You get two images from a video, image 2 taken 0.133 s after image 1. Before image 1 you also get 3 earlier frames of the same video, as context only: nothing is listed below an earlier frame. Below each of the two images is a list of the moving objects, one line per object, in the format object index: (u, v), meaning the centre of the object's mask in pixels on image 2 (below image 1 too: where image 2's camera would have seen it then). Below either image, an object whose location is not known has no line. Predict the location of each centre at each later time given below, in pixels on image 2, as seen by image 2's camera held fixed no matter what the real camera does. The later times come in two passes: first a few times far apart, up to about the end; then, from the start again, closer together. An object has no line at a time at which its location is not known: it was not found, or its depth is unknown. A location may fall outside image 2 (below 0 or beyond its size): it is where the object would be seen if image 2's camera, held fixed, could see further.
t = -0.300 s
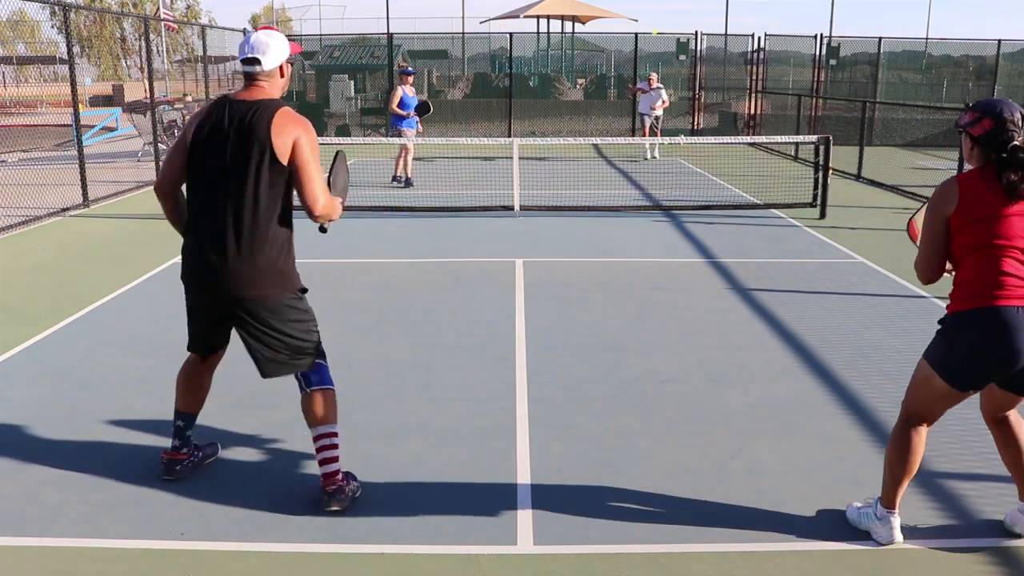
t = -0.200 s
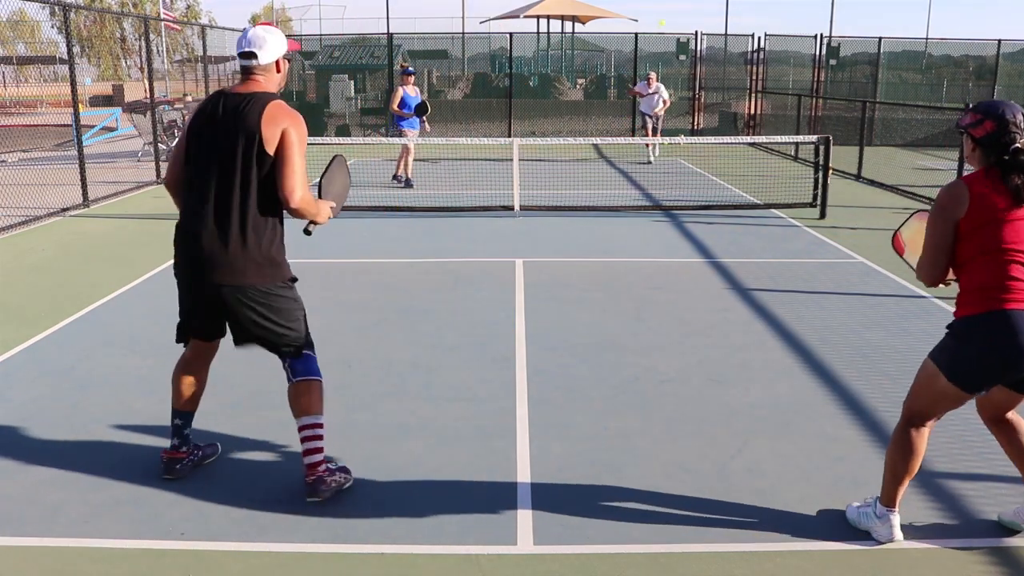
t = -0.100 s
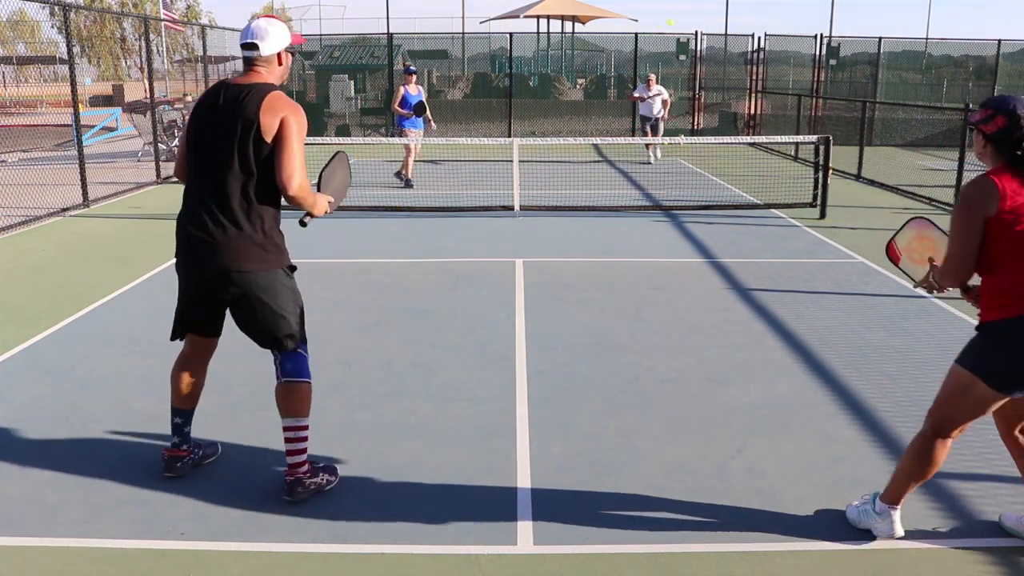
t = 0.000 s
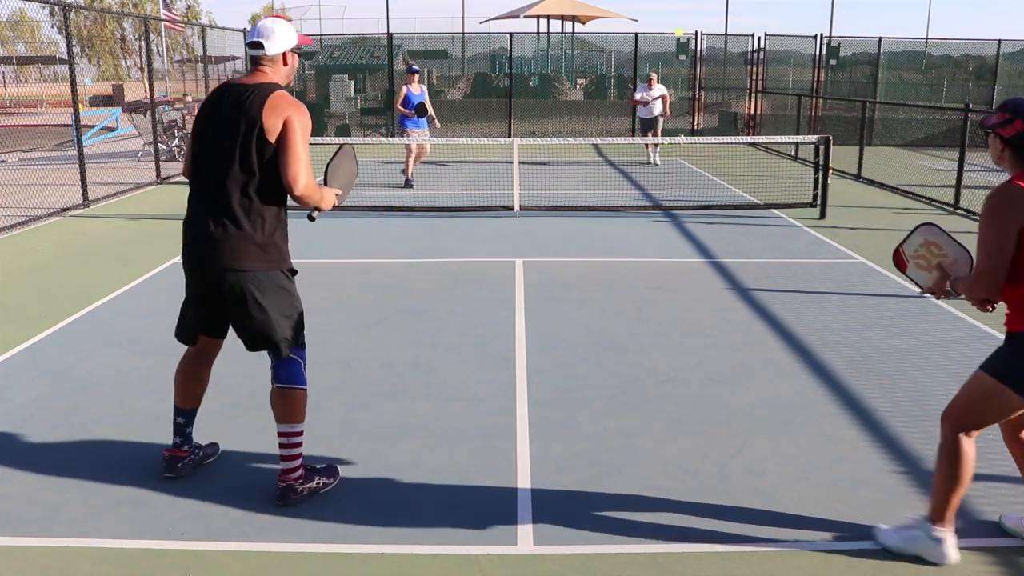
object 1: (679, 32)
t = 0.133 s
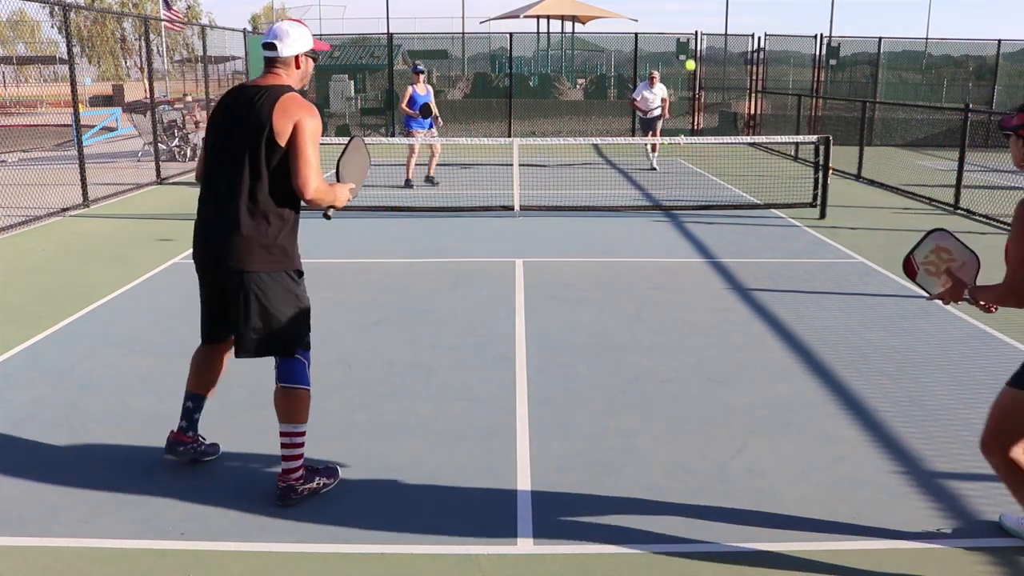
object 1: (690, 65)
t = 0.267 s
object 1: (702, 129)
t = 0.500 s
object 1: (726, 345)
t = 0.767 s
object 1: (755, 275)
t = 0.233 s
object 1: (699, 109)
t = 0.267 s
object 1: (702, 129)
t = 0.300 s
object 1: (706, 150)
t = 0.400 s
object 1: (716, 235)
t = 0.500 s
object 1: (726, 345)
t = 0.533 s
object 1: (730, 331)
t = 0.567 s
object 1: (733, 318)
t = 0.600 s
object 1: (737, 307)
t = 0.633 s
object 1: (741, 297)
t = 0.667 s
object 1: (745, 289)
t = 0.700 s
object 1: (748, 282)
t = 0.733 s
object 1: (752, 278)
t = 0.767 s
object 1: (755, 275)
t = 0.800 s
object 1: (759, 275)
